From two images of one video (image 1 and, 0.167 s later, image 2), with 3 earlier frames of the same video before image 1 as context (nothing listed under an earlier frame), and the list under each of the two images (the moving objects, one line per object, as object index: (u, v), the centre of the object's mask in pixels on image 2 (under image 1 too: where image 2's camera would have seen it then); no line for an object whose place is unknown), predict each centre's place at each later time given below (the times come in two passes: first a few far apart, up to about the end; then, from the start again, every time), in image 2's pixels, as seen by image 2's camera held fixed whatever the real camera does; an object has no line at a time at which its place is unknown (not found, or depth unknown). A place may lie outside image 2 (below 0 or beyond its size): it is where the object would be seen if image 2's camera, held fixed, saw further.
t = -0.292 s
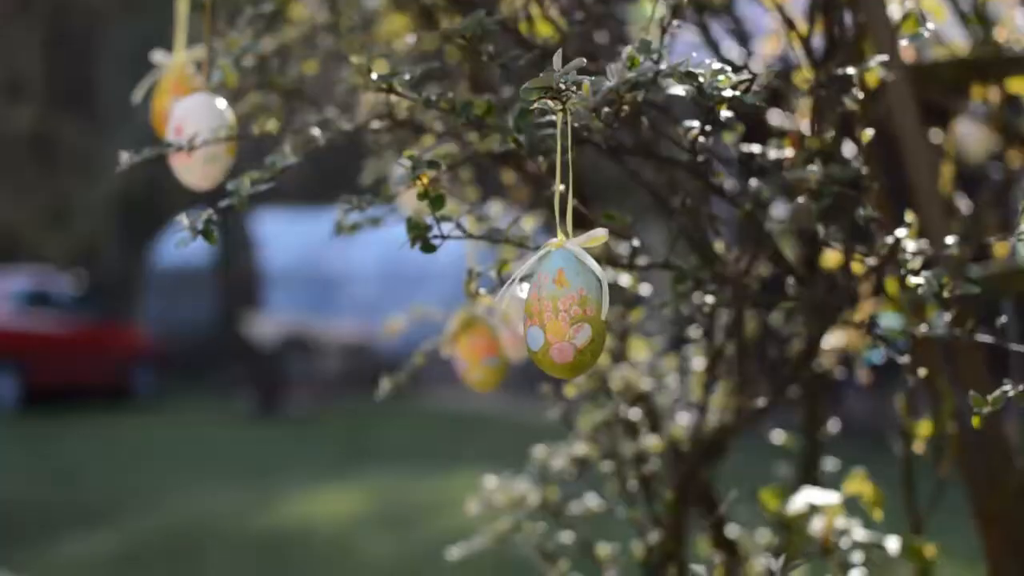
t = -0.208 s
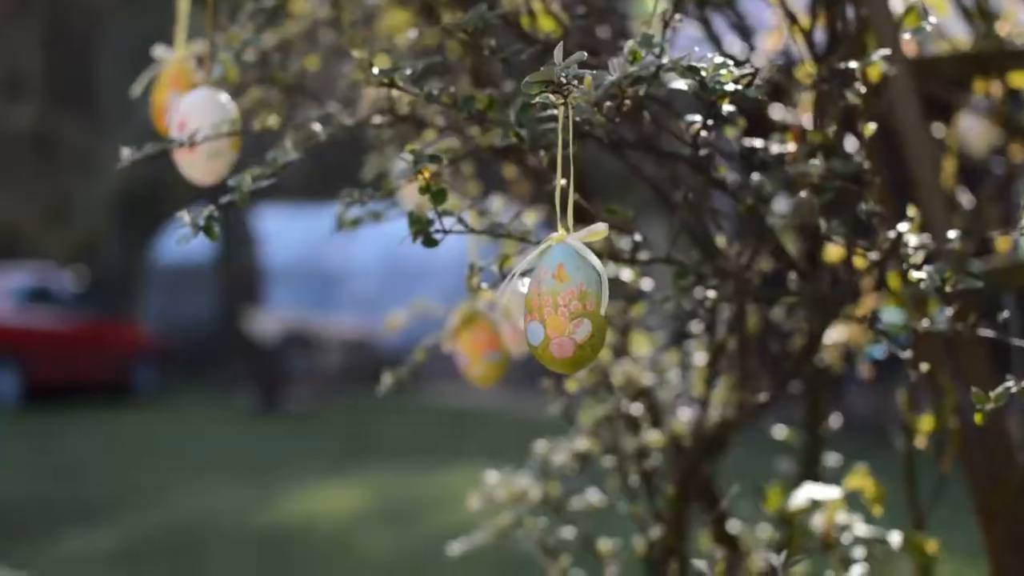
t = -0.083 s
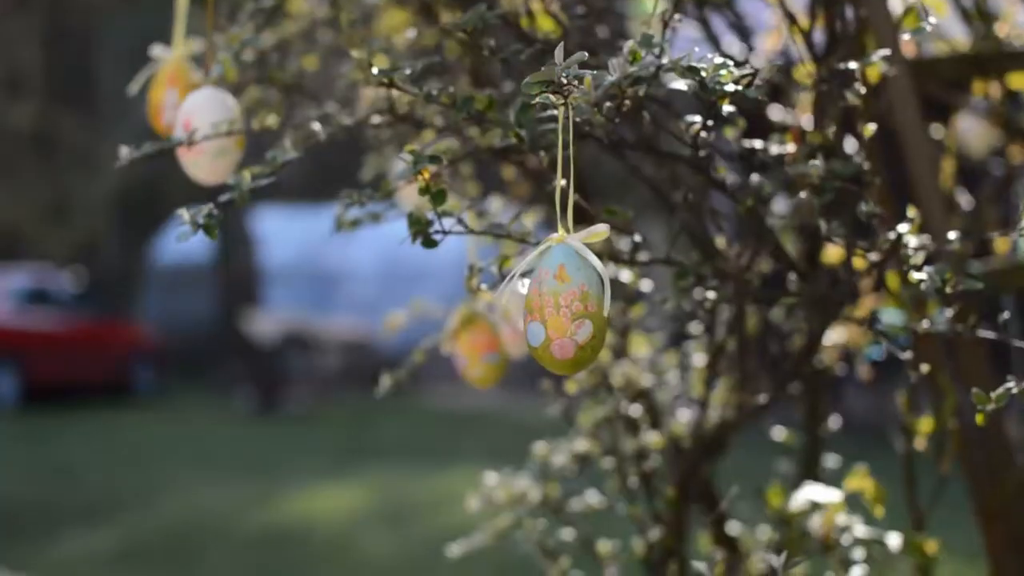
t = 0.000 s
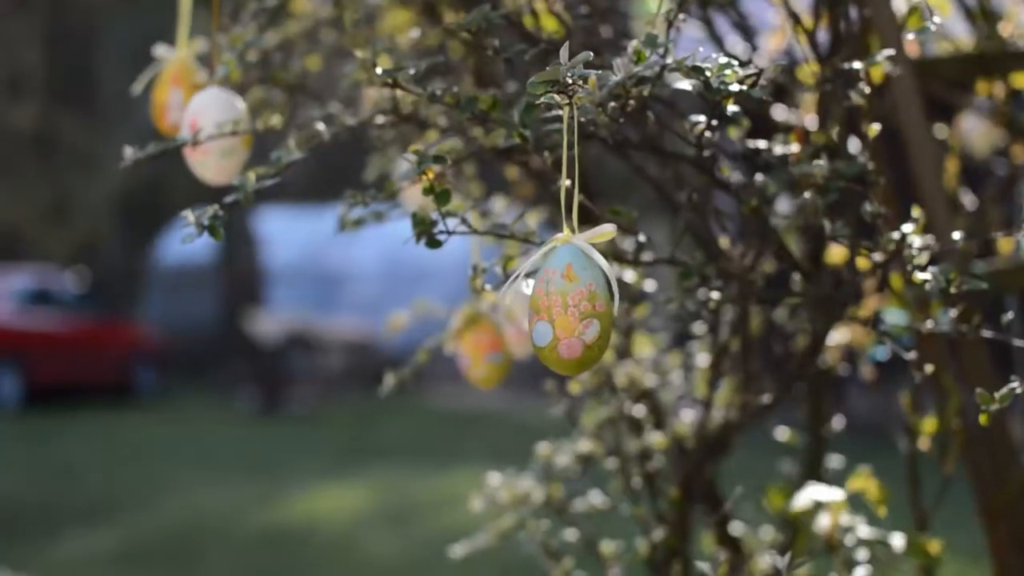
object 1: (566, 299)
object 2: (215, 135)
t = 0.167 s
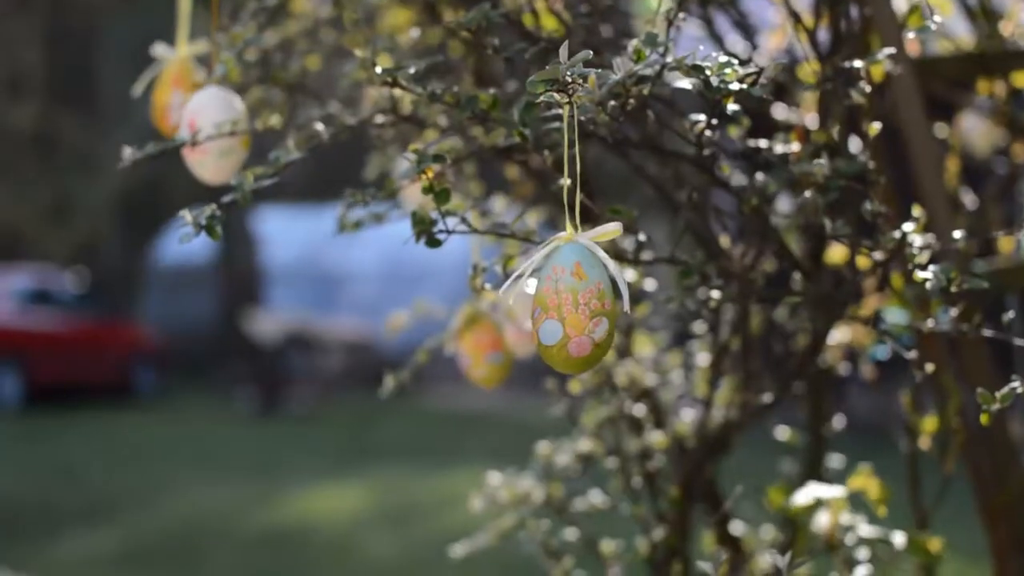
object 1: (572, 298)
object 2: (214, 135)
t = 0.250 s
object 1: (567, 298)
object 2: (210, 135)
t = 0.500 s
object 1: (566, 298)
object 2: (204, 135)
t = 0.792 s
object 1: (574, 300)
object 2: (215, 135)
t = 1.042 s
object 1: (571, 299)
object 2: (212, 136)
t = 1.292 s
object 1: (576, 299)
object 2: (206, 136)
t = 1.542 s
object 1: (562, 298)
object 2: (213, 135)
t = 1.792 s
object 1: (572, 300)
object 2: (214, 136)
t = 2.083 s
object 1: (578, 299)
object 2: (206, 135)
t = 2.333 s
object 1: (567, 299)
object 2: (212, 135)
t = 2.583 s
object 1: (568, 299)
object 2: (214, 135)
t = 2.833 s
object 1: (569, 300)
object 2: (205, 135)
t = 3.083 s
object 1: (564, 300)
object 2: (210, 134)
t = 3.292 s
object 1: (570, 300)
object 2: (216, 135)
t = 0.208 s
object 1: (571, 298)
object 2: (213, 135)
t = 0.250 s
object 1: (567, 298)
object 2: (210, 135)
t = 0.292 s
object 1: (568, 299)
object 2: (208, 135)
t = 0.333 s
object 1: (567, 298)
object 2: (207, 136)
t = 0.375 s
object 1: (567, 298)
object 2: (205, 135)
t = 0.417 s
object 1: (568, 299)
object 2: (205, 135)
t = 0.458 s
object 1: (566, 299)
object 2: (204, 135)
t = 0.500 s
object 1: (566, 298)
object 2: (204, 135)
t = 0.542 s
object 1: (568, 298)
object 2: (205, 135)
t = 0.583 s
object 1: (568, 299)
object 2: (206, 135)
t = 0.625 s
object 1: (570, 300)
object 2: (208, 134)
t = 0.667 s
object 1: (573, 300)
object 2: (210, 134)
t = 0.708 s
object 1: (574, 300)
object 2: (212, 134)
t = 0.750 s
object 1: (574, 300)
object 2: (214, 134)
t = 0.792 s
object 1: (574, 300)
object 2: (215, 135)
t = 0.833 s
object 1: (574, 300)
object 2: (216, 135)
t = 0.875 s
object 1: (573, 300)
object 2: (216, 134)
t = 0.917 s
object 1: (572, 300)
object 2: (216, 135)
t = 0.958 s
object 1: (571, 300)
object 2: (215, 135)
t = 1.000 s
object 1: (571, 300)
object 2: (213, 136)
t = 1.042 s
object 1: (571, 299)
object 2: (212, 136)
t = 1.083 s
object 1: (572, 299)
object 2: (210, 137)
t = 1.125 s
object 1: (574, 299)
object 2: (209, 137)
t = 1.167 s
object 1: (575, 299)
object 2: (207, 136)
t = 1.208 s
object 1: (575, 299)
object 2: (206, 136)
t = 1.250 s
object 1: (576, 299)
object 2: (206, 136)
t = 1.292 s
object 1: (576, 299)
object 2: (206, 136)
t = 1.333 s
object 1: (576, 299)
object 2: (207, 136)
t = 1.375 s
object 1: (574, 299)
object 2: (208, 136)
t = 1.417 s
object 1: (568, 299)
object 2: (209, 135)
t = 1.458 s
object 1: (570, 299)
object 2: (211, 135)
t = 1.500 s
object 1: (567, 299)
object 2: (212, 135)
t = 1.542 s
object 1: (562, 298)
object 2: (213, 135)
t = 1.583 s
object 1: (563, 299)
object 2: (215, 135)
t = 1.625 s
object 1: (562, 299)
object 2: (215, 135)
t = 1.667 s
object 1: (564, 299)
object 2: (216, 135)
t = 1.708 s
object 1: (566, 299)
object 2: (215, 135)
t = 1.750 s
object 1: (569, 299)
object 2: (214, 135)
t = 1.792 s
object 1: (572, 300)
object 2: (214, 136)
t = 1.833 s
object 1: (575, 300)
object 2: (212, 136)
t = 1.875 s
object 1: (578, 300)
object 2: (211, 136)
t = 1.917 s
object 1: (579, 301)
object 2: (209, 135)
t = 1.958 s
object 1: (580, 300)
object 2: (208, 135)
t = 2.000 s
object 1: (581, 300)
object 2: (207, 136)
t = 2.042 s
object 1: (580, 299)
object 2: (206, 136)
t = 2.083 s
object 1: (578, 299)
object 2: (206, 135)
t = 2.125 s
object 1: (577, 299)
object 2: (205, 135)
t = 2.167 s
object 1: (574, 299)
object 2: (206, 135)
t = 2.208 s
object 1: (571, 299)
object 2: (207, 135)
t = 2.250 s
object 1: (569, 299)
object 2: (209, 135)
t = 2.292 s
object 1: (568, 299)
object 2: (210, 135)
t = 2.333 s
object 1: (567, 299)
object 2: (212, 135)
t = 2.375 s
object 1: (567, 299)
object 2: (214, 135)
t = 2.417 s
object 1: (566, 298)
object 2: (215, 135)
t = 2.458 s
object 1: (566, 299)
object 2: (216, 135)
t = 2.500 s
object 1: (566, 299)
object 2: (216, 135)
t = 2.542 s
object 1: (567, 299)
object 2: (215, 135)
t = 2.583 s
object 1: (568, 299)
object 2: (214, 135)
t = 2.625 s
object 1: (569, 299)
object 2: (213, 136)
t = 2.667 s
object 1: (570, 299)
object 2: (211, 135)
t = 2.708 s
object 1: (571, 299)
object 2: (210, 135)
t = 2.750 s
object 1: (571, 300)
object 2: (208, 136)
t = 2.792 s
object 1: (570, 300)
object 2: (207, 135)
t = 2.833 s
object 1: (569, 300)
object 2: (205, 135)
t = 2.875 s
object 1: (568, 300)
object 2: (205, 134)
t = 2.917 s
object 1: (567, 300)
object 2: (205, 134)
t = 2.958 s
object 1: (566, 301)
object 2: (206, 134)
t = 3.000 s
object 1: (565, 300)
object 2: (207, 134)
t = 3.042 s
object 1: (564, 300)
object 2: (208, 135)
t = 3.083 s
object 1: (564, 300)
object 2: (210, 134)
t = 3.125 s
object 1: (565, 300)
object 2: (212, 135)
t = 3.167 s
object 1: (566, 300)
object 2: (214, 135)
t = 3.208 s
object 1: (568, 300)
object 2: (215, 135)
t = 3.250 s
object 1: (571, 300)
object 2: (216, 135)
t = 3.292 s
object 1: (570, 300)
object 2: (216, 135)
